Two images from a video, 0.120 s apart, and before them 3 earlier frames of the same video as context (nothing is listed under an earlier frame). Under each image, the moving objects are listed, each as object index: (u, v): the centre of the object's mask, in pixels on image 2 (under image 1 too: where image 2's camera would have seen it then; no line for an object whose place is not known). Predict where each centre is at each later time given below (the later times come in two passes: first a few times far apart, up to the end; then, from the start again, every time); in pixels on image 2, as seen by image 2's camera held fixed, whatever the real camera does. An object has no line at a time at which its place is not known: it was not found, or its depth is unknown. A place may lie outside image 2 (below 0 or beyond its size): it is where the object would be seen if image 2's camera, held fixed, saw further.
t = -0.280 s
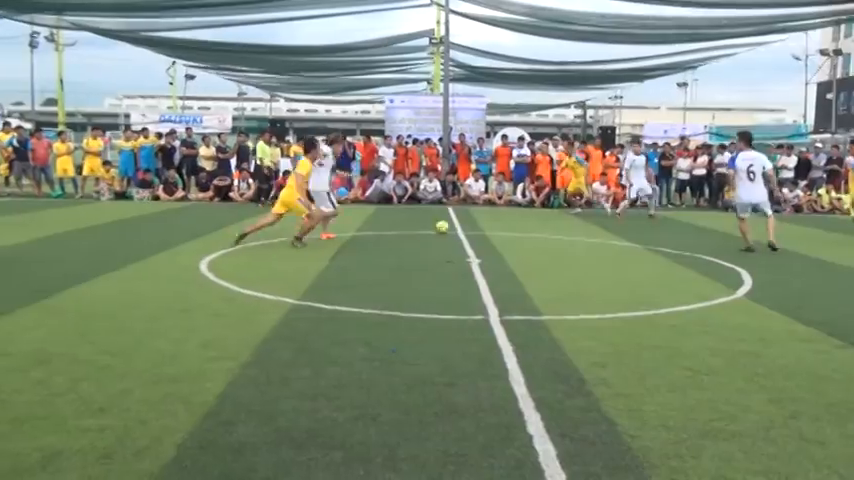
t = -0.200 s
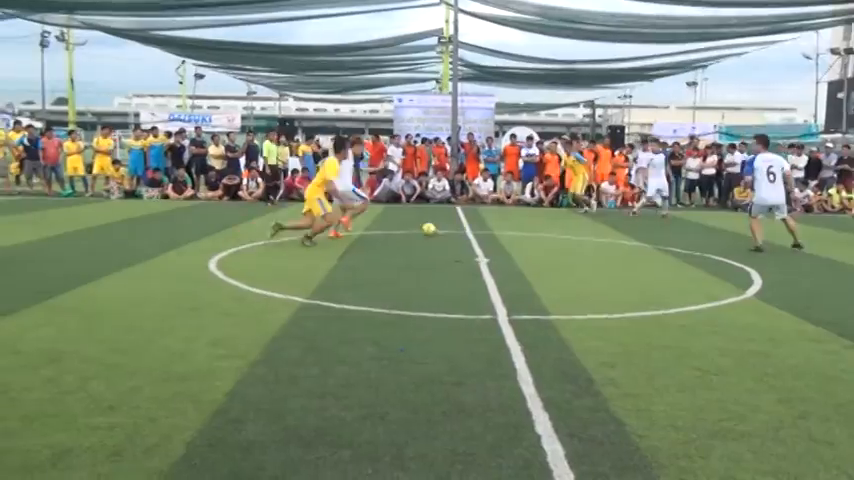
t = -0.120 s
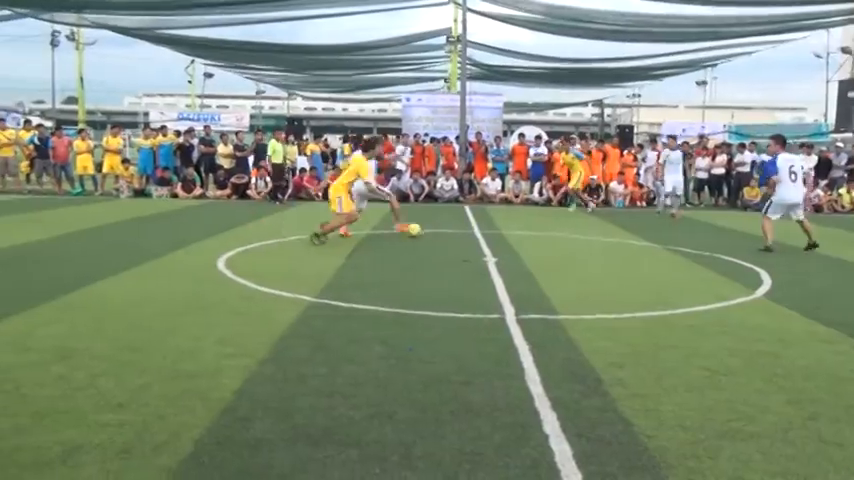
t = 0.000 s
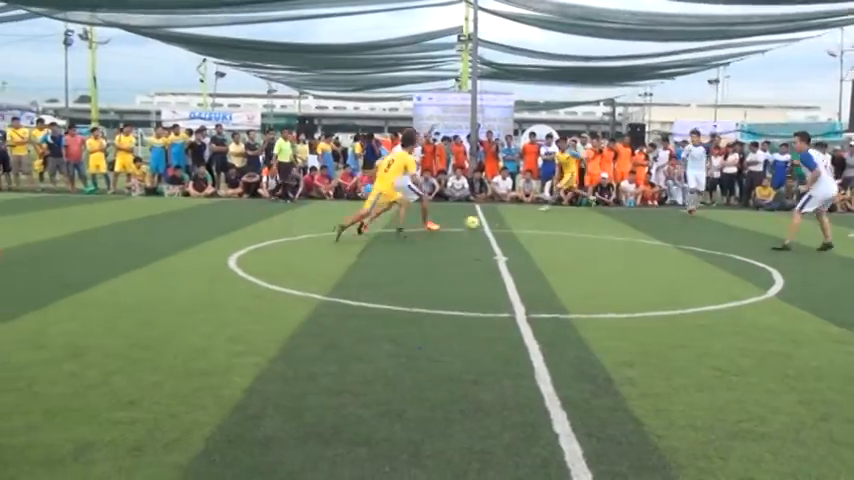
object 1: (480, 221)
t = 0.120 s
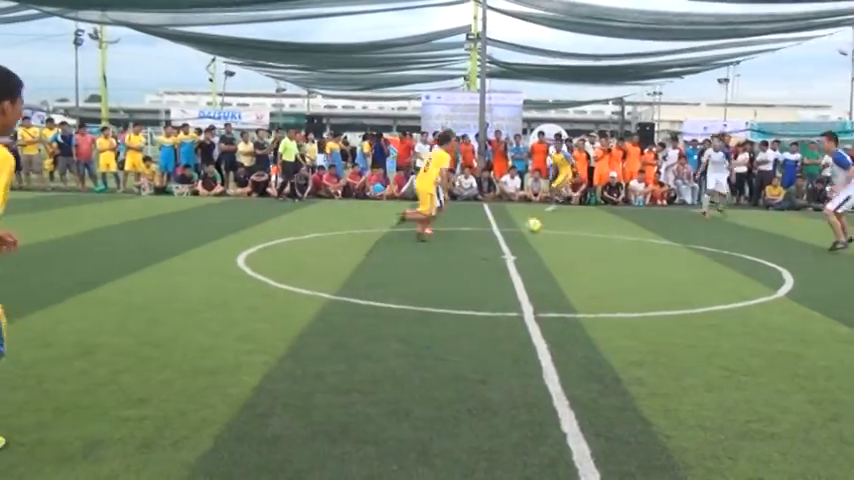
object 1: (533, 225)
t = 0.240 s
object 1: (588, 241)
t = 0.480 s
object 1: (673, 252)
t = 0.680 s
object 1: (737, 262)
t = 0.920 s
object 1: (823, 275)
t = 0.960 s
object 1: (839, 278)
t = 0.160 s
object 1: (551, 229)
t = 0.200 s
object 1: (570, 233)
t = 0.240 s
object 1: (588, 241)
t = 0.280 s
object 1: (603, 242)
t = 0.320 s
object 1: (616, 242)
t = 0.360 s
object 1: (630, 243)
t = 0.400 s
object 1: (645, 246)
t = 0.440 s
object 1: (659, 250)
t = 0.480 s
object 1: (673, 252)
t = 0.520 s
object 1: (685, 253)
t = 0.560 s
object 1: (698, 255)
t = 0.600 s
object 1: (711, 258)
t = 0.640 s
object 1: (724, 261)
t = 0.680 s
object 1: (737, 262)
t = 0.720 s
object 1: (751, 264)
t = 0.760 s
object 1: (766, 267)
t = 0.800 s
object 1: (779, 268)
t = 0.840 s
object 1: (794, 271)
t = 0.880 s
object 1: (808, 273)
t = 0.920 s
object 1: (823, 275)
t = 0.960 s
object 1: (839, 278)
